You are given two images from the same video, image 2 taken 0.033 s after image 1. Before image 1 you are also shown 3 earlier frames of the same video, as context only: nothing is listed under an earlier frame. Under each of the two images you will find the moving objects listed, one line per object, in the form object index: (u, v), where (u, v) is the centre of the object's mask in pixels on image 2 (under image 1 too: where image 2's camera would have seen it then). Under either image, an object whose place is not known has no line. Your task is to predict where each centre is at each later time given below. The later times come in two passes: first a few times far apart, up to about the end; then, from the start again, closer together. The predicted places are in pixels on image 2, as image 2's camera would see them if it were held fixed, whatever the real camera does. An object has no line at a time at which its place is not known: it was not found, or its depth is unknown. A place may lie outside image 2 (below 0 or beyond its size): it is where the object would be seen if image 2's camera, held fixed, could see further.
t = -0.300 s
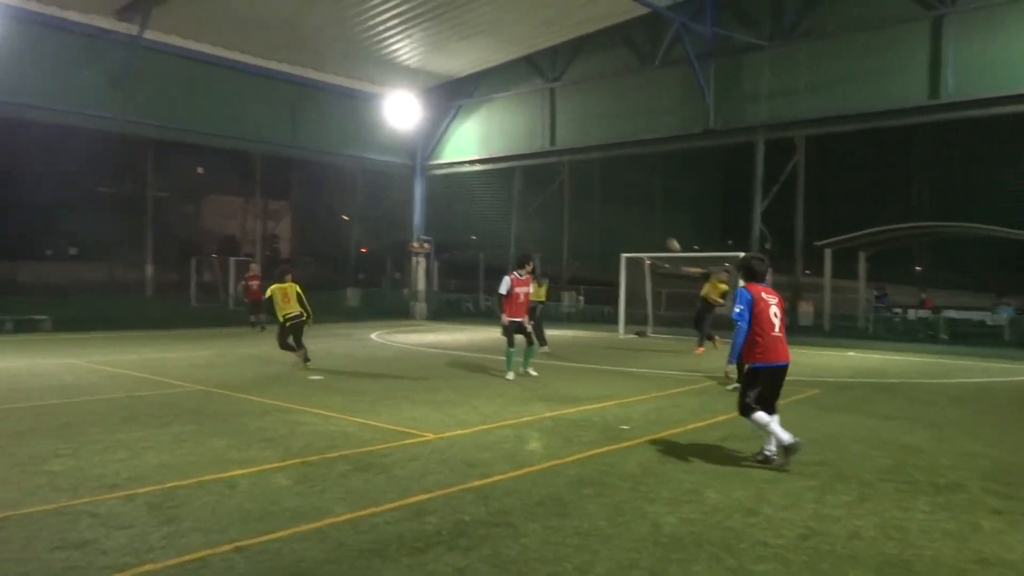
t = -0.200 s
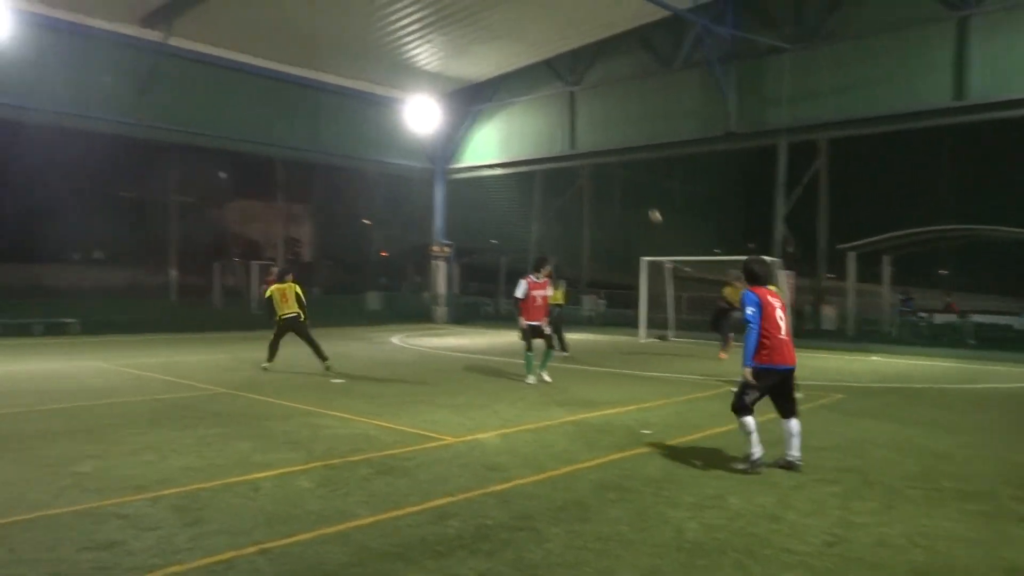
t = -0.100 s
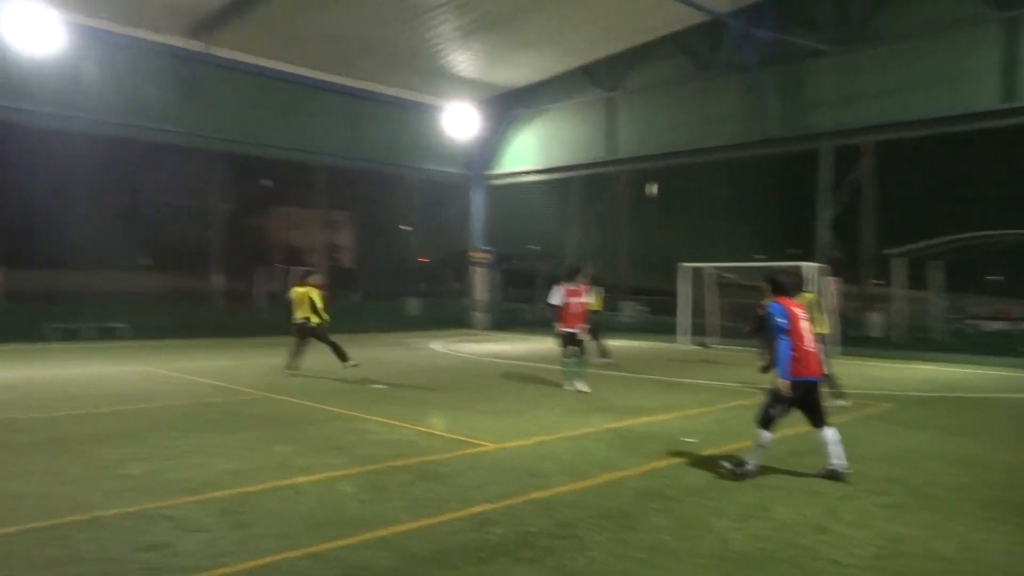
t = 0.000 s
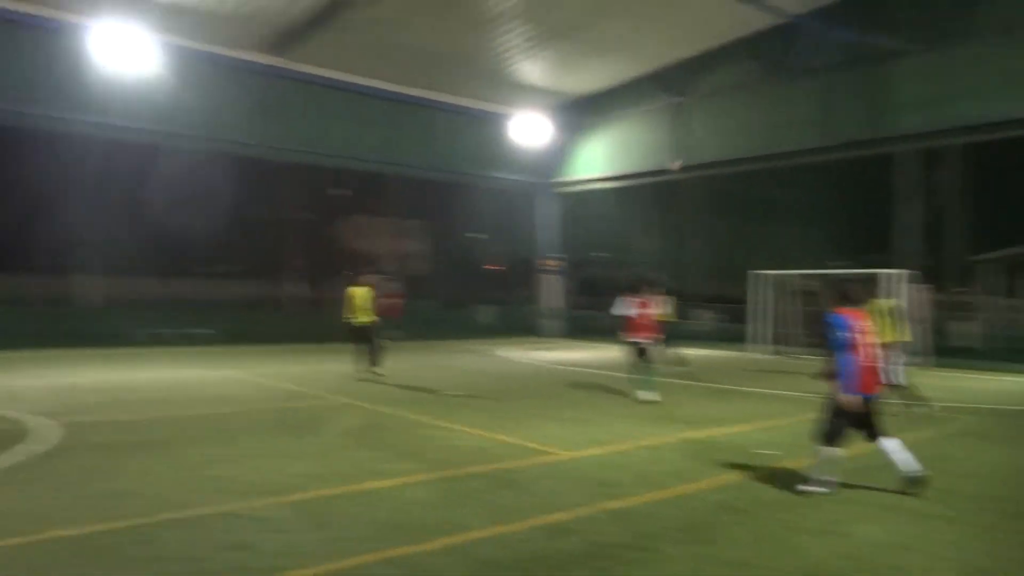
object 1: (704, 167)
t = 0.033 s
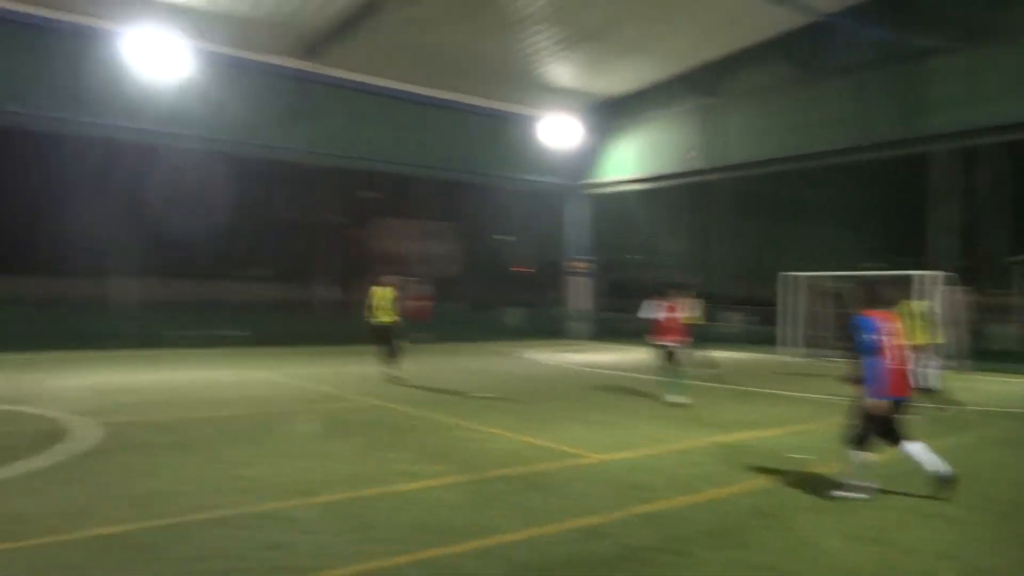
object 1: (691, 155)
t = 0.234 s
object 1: (574, 101)
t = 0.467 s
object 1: (387, 51)
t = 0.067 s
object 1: (669, 146)
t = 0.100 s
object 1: (650, 137)
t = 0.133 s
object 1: (630, 129)
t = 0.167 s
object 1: (612, 117)
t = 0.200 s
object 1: (593, 110)
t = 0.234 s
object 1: (574, 101)
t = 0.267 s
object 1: (548, 90)
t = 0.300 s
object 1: (524, 82)
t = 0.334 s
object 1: (500, 75)
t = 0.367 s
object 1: (473, 69)
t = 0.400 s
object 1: (445, 63)
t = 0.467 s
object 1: (387, 51)
